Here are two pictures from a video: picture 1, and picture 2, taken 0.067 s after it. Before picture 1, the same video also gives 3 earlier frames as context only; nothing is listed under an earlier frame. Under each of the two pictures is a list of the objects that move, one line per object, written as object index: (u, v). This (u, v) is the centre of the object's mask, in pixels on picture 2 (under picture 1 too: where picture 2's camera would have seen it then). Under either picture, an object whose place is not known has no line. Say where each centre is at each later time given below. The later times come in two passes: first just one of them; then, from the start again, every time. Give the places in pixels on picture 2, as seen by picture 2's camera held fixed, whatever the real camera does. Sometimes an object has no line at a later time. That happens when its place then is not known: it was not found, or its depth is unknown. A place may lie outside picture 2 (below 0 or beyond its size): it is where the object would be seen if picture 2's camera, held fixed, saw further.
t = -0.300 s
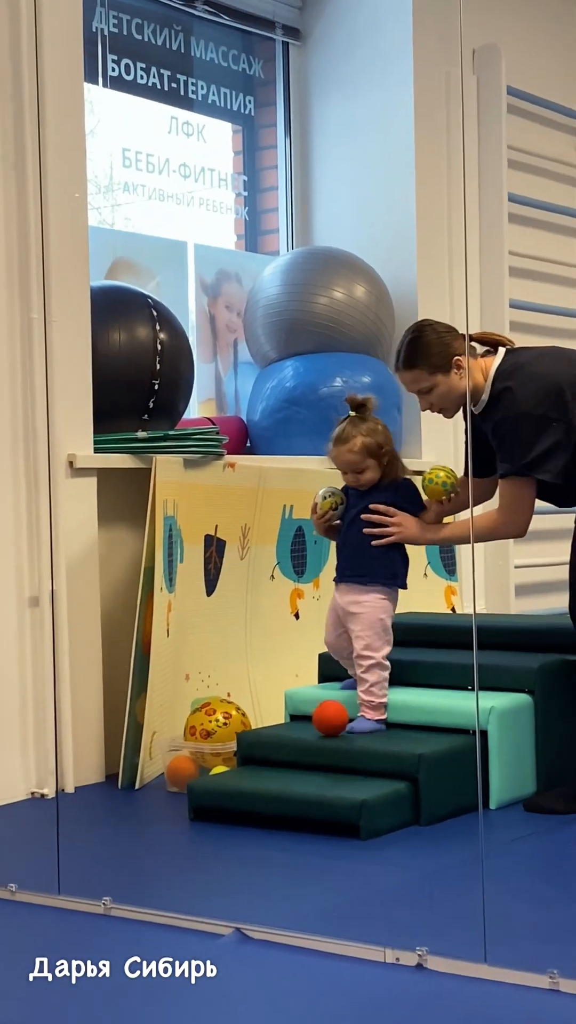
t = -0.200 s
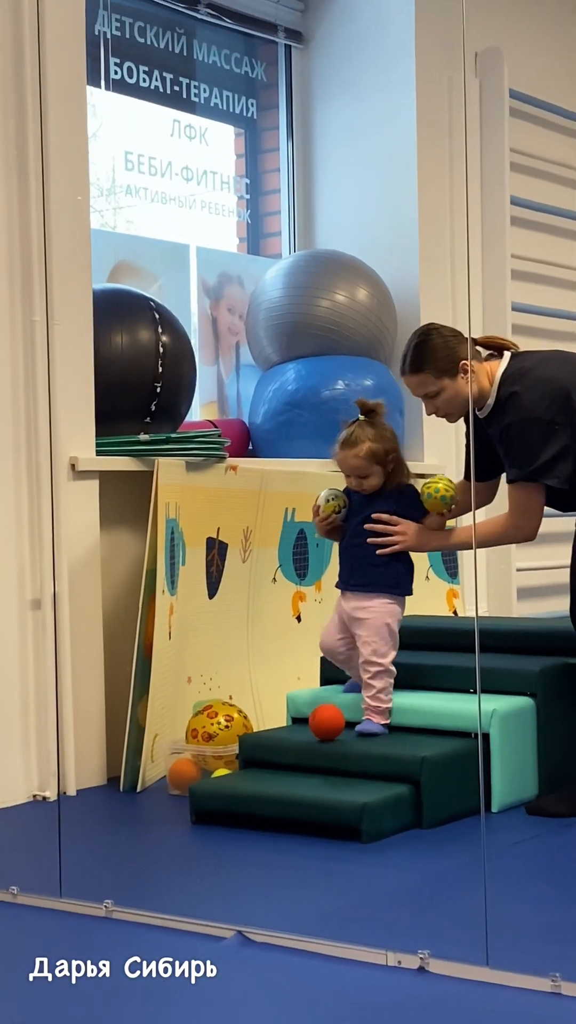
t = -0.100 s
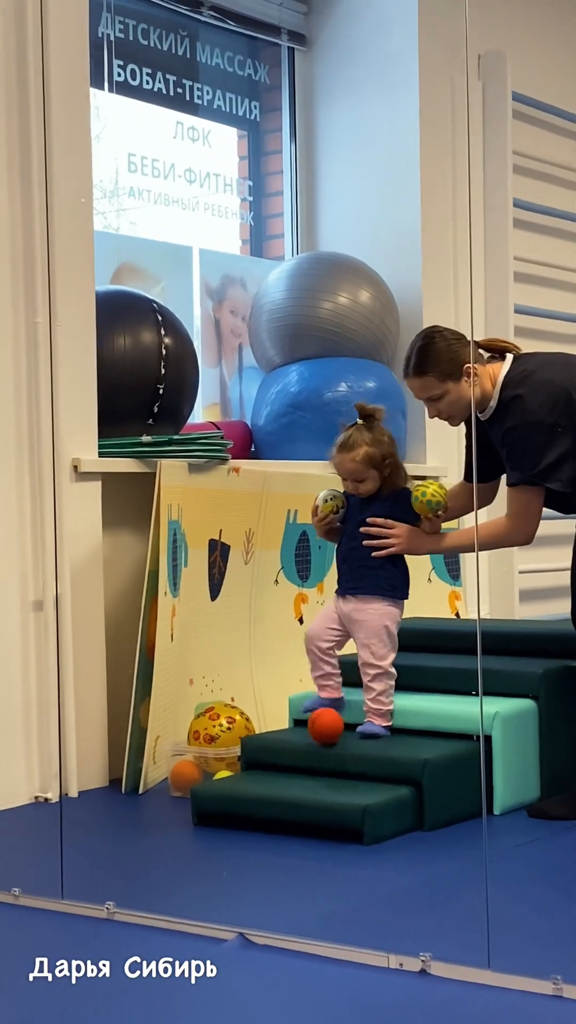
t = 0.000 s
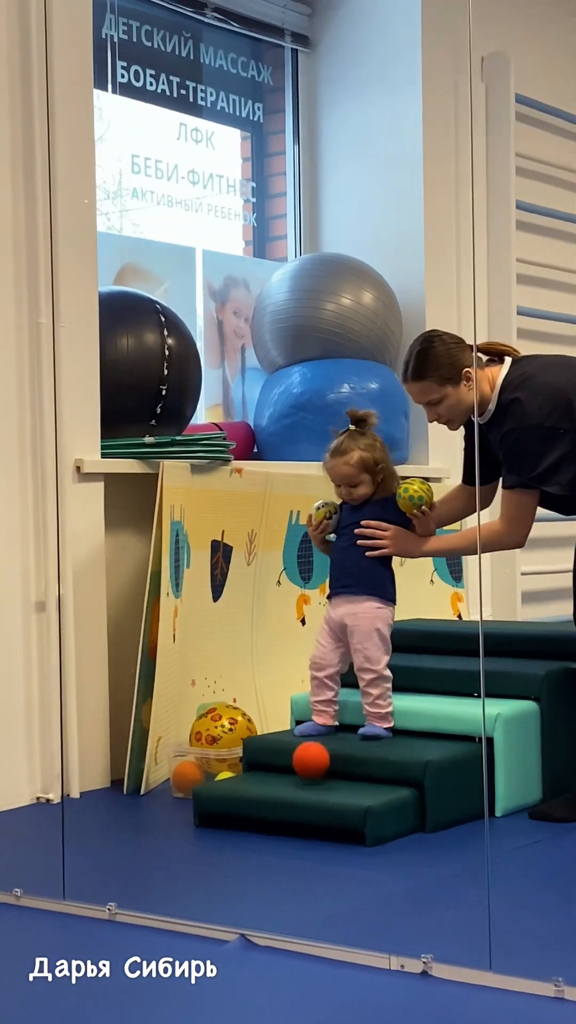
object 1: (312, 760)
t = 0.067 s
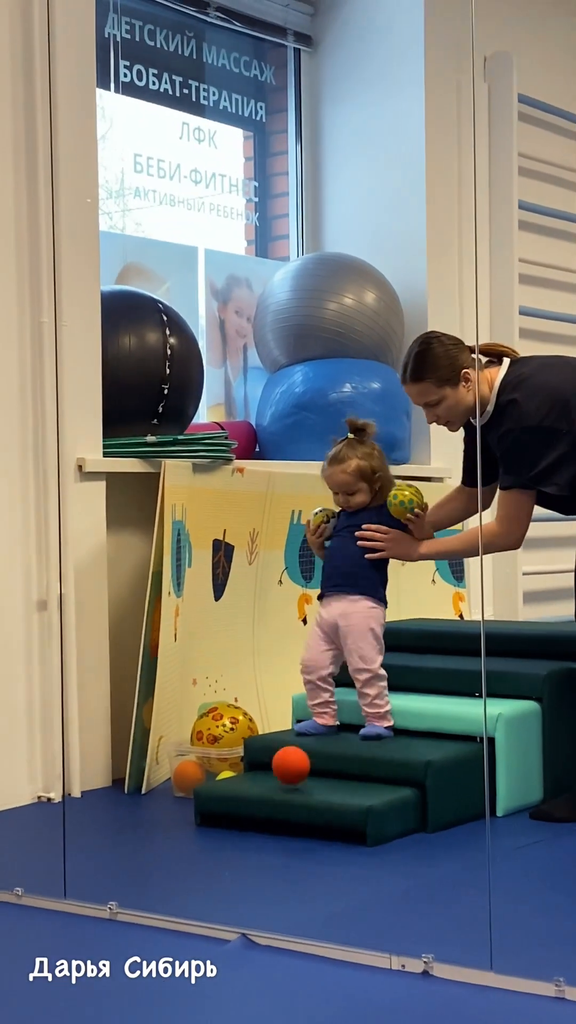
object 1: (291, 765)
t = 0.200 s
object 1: (241, 805)
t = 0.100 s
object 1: (282, 771)
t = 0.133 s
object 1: (270, 787)
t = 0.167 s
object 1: (258, 824)
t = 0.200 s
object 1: (241, 805)
